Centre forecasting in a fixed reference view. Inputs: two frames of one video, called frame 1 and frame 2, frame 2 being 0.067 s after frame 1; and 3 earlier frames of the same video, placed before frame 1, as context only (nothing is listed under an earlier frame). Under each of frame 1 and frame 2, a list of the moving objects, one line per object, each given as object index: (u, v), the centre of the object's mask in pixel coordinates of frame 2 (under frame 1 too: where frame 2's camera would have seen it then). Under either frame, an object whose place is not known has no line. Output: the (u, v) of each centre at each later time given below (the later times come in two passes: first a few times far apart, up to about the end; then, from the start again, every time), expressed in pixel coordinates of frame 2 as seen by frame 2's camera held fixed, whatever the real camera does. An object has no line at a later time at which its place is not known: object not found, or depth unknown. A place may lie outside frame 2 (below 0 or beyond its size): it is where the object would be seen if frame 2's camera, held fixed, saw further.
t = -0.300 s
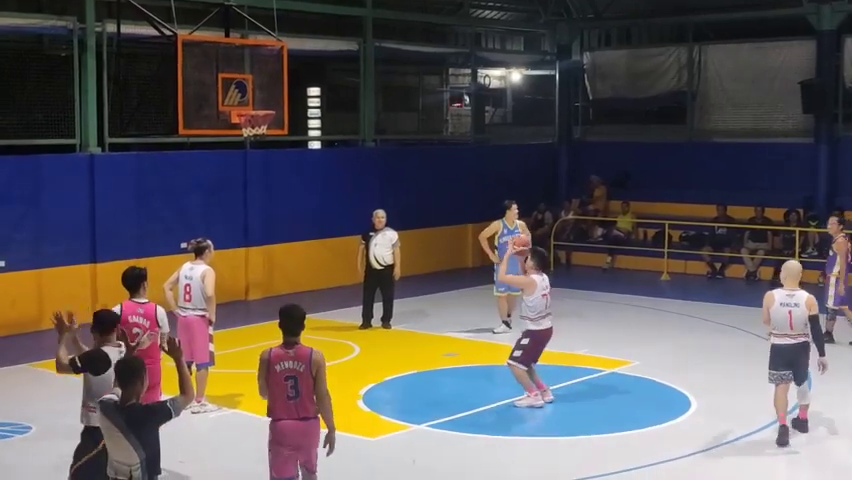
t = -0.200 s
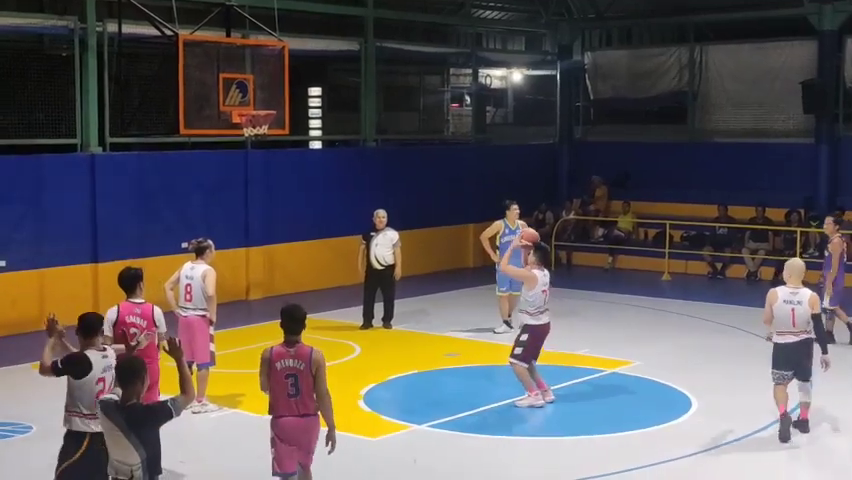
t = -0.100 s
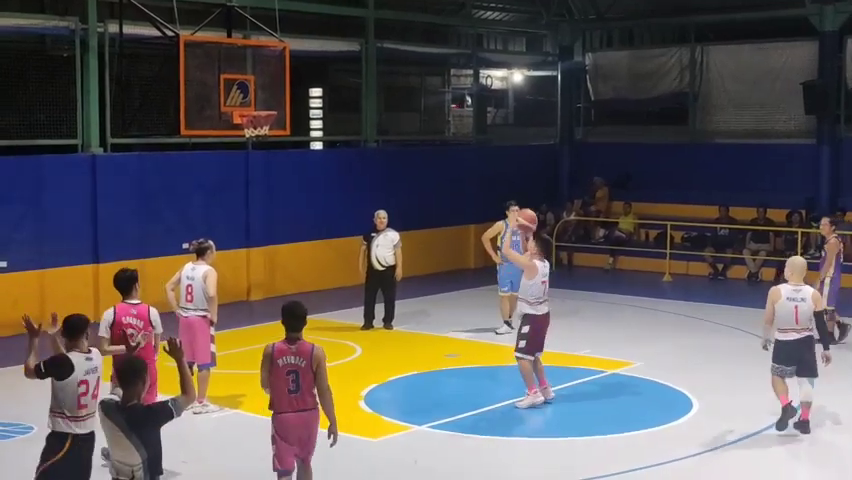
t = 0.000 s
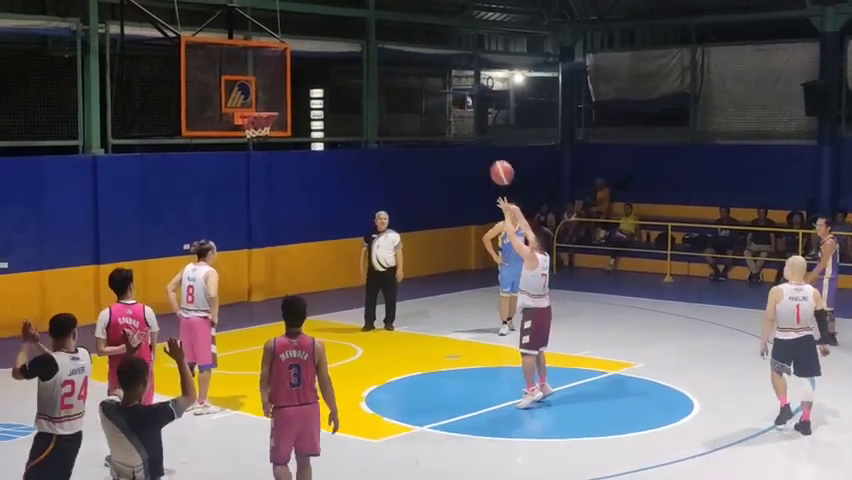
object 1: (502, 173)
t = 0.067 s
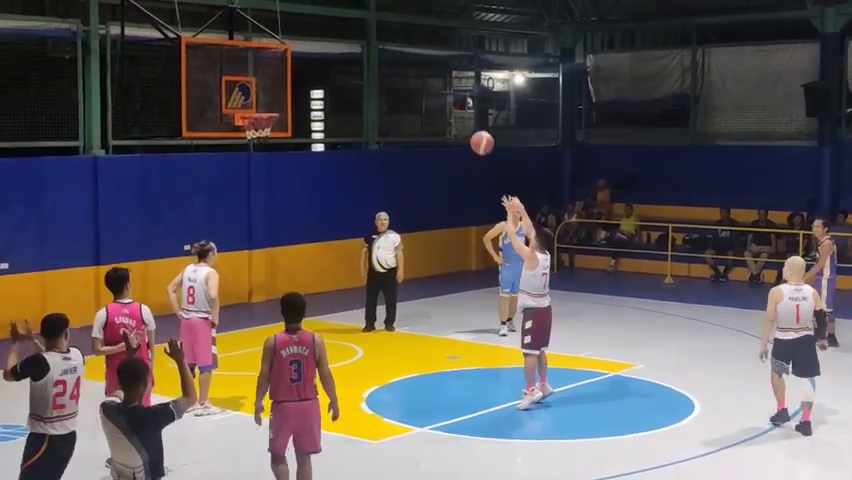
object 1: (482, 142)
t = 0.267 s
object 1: (424, 79)
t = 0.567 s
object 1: (347, 54)
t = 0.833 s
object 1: (288, 94)
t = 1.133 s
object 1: (267, 102)
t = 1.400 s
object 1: (280, 131)
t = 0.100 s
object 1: (472, 129)
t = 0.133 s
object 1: (462, 117)
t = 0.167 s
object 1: (452, 106)
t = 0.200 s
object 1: (443, 96)
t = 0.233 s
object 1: (434, 87)
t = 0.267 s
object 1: (424, 79)
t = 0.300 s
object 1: (415, 72)
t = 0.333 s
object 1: (406, 67)
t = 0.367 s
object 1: (397, 62)
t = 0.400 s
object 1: (389, 58)
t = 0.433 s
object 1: (380, 56)
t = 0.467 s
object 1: (372, 54)
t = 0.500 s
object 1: (364, 53)
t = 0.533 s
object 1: (356, 53)
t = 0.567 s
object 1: (347, 54)
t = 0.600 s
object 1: (340, 56)
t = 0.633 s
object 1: (332, 59)
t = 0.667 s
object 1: (324, 63)
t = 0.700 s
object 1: (317, 68)
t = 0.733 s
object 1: (309, 73)
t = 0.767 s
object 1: (302, 79)
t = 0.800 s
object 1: (295, 86)
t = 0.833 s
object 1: (288, 94)
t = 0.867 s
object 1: (281, 102)
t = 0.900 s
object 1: (278, 104)
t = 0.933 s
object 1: (276, 101)
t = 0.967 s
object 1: (275, 99)
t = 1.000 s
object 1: (273, 98)
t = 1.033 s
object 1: (272, 97)
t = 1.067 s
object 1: (271, 98)
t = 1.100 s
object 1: (268, 101)
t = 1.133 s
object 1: (267, 102)
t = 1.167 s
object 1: (266, 105)
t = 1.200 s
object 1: (265, 107)
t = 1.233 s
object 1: (265, 108)
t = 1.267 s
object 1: (269, 113)
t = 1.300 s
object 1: (273, 117)
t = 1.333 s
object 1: (276, 121)
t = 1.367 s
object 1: (280, 125)
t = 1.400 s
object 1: (280, 131)
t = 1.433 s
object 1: (283, 137)
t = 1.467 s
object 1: (286, 145)
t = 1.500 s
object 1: (289, 152)
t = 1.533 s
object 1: (293, 161)
